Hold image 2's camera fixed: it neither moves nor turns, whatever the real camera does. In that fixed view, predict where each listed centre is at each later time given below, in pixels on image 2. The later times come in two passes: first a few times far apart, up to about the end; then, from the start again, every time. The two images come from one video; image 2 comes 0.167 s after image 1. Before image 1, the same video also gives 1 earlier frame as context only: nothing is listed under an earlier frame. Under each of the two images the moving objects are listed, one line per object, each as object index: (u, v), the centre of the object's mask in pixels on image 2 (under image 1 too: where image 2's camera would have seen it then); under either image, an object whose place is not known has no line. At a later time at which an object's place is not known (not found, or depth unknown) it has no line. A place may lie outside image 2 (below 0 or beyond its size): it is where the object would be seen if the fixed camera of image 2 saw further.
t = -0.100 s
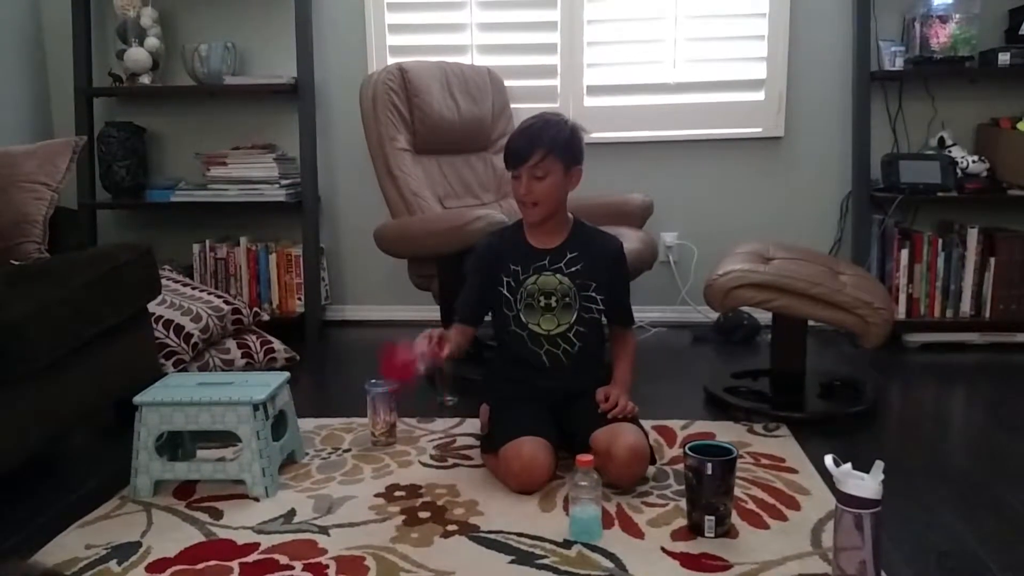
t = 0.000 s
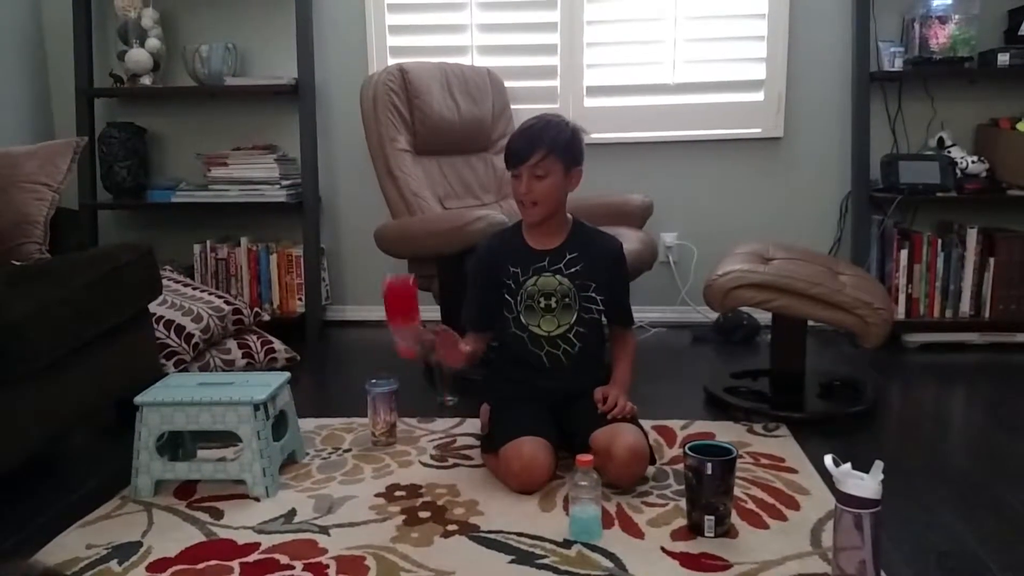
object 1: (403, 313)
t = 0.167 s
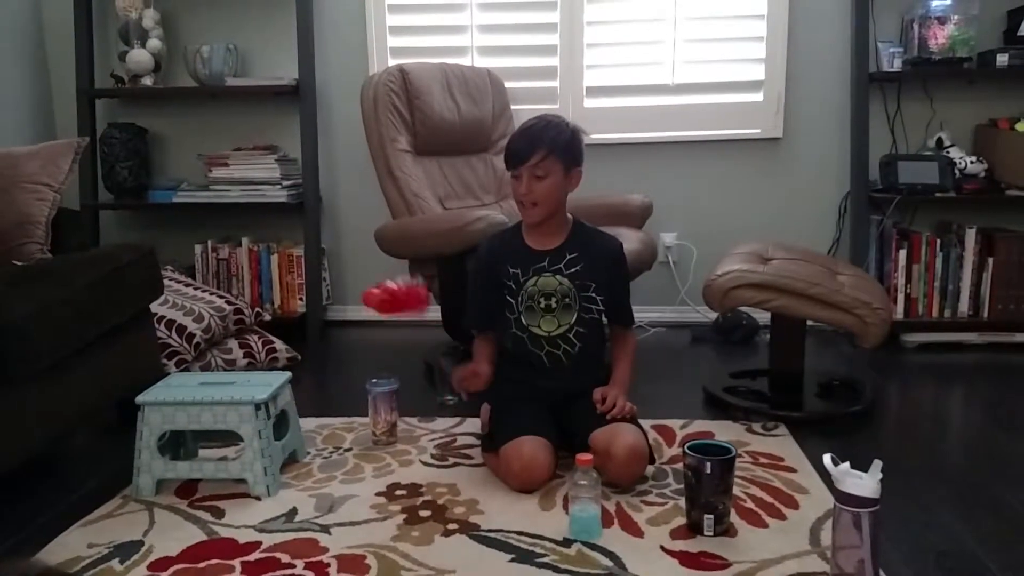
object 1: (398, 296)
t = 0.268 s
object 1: (403, 361)
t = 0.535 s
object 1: (403, 503)
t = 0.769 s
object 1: (406, 503)
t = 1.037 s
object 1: (406, 503)
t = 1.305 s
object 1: (406, 502)
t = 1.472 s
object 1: (406, 502)
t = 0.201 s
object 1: (399, 313)
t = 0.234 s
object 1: (402, 337)
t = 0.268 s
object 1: (403, 361)
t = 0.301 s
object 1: (405, 395)
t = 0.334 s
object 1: (407, 434)
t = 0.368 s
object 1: (409, 489)
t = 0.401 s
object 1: (409, 502)
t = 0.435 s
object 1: (407, 503)
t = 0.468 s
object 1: (405, 503)
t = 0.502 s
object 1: (404, 503)
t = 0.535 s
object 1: (403, 503)
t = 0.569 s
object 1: (404, 503)
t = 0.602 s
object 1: (406, 503)
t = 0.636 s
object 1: (407, 502)
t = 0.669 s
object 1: (406, 502)
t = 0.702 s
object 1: (406, 502)
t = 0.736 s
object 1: (406, 502)
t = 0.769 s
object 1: (406, 503)
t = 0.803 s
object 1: (406, 502)
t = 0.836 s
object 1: (406, 502)
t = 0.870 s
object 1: (406, 502)
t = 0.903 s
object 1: (406, 502)
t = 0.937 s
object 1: (406, 503)
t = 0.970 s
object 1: (406, 502)
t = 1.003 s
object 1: (406, 502)
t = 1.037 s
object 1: (406, 503)
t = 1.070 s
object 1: (406, 502)
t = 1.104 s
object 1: (406, 502)
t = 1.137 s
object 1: (406, 502)
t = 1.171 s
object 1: (406, 502)
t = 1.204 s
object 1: (406, 502)
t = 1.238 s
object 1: (406, 502)
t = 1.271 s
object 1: (406, 502)
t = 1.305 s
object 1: (406, 502)
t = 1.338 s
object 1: (406, 502)
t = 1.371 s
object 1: (406, 502)
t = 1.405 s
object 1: (406, 502)
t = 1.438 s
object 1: (406, 502)
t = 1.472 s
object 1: (406, 502)
